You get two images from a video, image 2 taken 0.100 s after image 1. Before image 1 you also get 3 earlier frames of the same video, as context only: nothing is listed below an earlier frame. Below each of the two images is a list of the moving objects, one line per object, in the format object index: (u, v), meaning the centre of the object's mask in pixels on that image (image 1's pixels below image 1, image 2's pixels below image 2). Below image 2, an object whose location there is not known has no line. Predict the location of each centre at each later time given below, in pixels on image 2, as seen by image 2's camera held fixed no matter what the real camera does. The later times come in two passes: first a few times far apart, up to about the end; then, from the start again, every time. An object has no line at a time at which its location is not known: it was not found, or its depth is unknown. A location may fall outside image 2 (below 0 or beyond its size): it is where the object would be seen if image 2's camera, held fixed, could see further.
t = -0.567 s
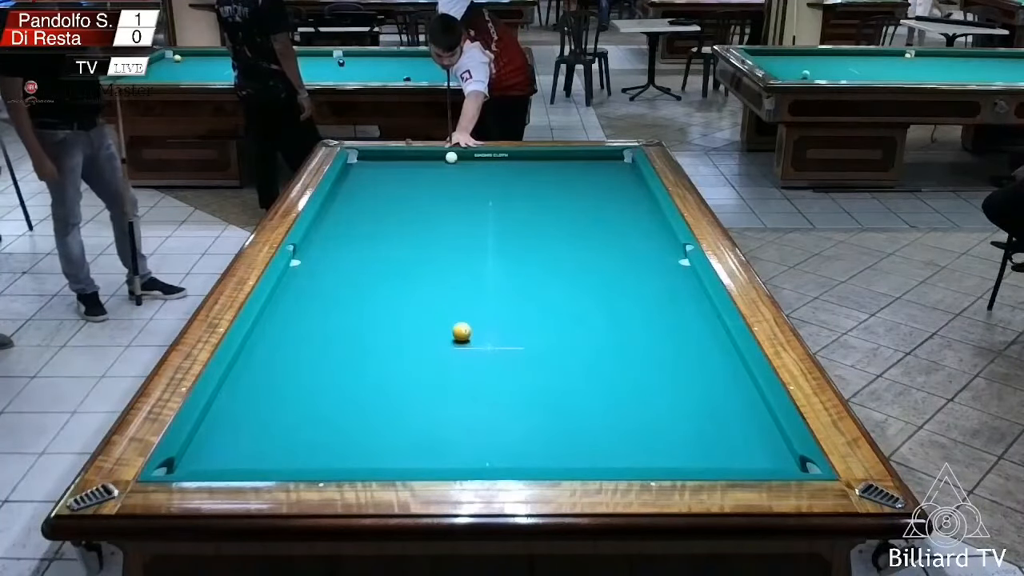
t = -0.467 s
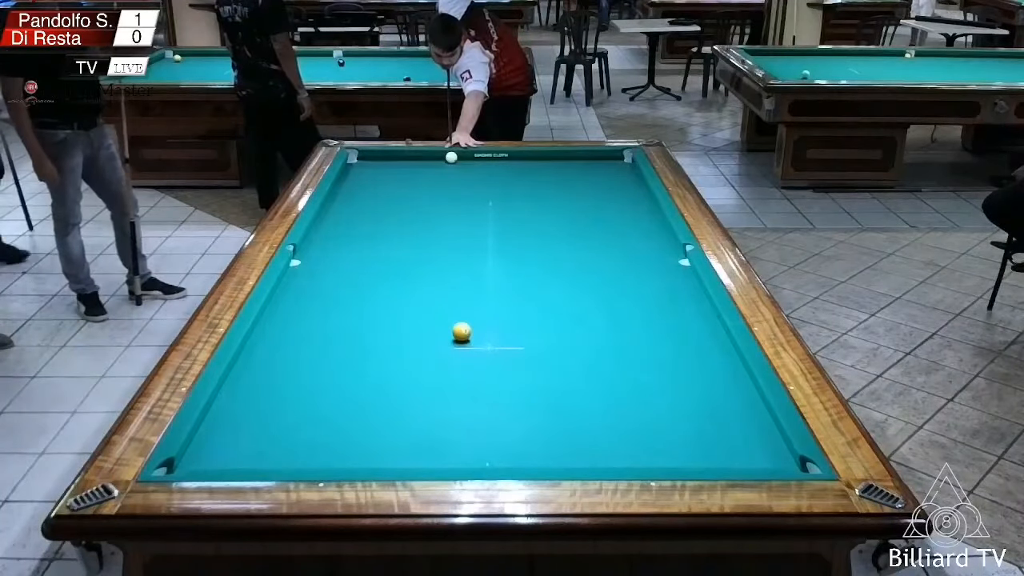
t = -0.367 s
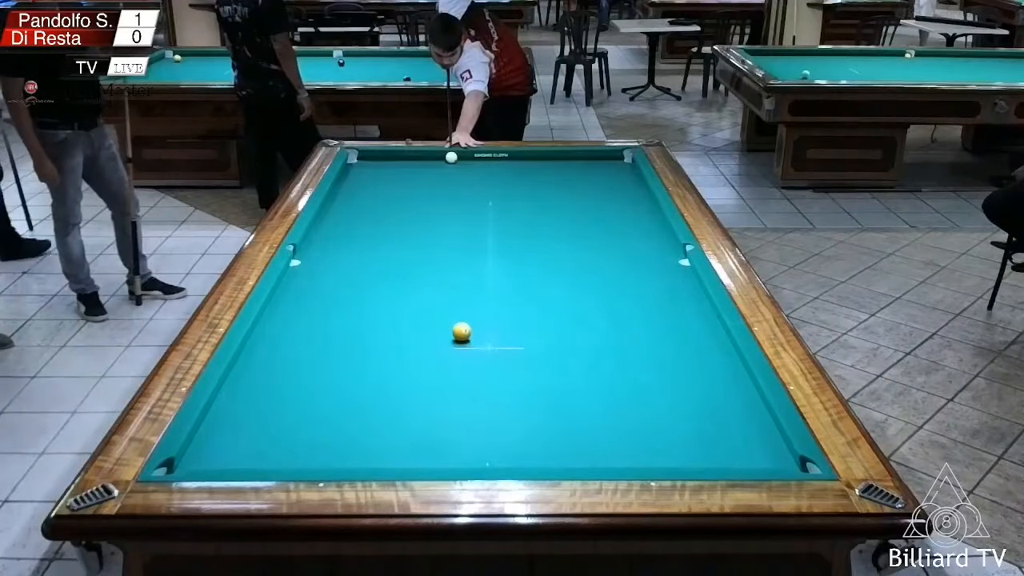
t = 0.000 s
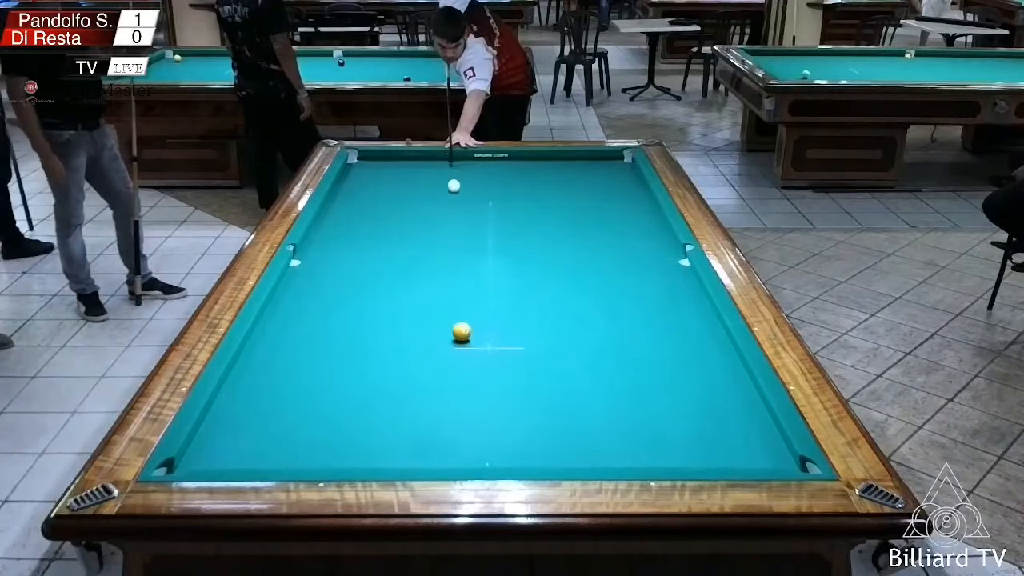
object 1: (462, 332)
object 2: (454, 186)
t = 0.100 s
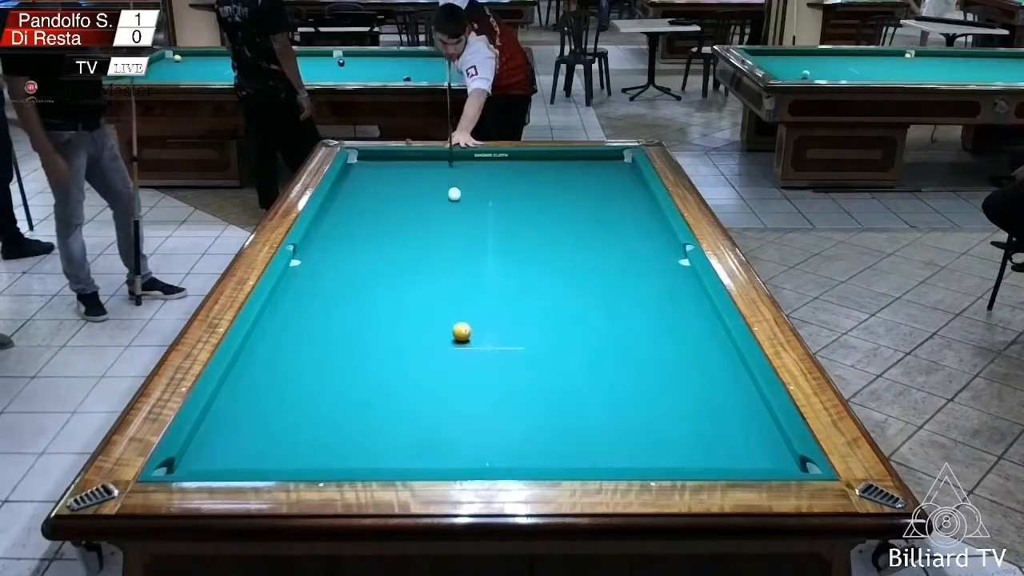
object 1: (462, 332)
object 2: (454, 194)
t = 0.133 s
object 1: (462, 332)
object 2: (454, 198)
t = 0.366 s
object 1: (462, 332)
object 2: (457, 226)
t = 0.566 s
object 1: (462, 332)
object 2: (459, 251)
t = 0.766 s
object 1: (462, 332)
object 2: (462, 285)
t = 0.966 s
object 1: (462, 332)
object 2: (465, 316)
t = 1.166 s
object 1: (449, 365)
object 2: (481, 331)
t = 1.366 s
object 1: (436, 396)
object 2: (496, 342)
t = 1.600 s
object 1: (419, 440)
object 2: (514, 355)
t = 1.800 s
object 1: (406, 461)
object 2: (532, 366)
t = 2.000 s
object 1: (405, 440)
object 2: (549, 379)
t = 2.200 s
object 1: (404, 416)
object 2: (567, 391)
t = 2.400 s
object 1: (403, 395)
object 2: (585, 404)
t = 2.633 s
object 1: (402, 372)
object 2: (607, 419)
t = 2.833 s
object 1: (402, 355)
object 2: (626, 432)
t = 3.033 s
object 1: (401, 339)
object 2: (645, 446)
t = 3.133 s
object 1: (401, 332)
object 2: (652, 451)
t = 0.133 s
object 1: (462, 332)
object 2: (454, 198)
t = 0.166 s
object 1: (462, 332)
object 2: (455, 201)
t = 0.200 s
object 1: (462, 332)
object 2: (455, 205)
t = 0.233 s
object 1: (462, 332)
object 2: (455, 208)
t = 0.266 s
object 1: (462, 332)
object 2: (456, 212)
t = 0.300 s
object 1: (462, 332)
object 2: (456, 216)
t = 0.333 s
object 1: (462, 332)
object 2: (456, 222)
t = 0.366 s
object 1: (462, 332)
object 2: (457, 226)
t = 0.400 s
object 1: (462, 332)
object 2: (457, 231)
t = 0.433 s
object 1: (462, 332)
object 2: (457, 235)
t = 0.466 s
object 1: (462, 332)
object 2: (457, 237)
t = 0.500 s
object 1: (462, 332)
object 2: (458, 242)
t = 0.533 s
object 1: (462, 332)
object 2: (459, 246)
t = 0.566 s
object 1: (462, 332)
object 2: (459, 251)
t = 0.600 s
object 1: (462, 332)
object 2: (459, 256)
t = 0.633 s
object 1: (462, 332)
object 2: (460, 261)
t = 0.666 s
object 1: (462, 332)
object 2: (460, 266)
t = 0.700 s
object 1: (462, 332)
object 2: (460, 271)
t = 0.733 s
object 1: (462, 332)
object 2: (461, 277)
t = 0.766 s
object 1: (462, 332)
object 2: (462, 285)
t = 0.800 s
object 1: (462, 332)
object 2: (462, 291)
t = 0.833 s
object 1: (462, 332)
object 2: (462, 293)
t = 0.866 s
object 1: (462, 332)
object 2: (463, 299)
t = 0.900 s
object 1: (462, 332)
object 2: (463, 305)
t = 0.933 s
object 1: (462, 332)
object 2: (464, 311)
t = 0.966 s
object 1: (462, 332)
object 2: (465, 316)
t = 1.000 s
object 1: (462, 334)
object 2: (466, 321)
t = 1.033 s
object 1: (458, 340)
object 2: (469, 324)
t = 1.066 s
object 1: (456, 346)
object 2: (472, 326)
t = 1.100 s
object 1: (454, 352)
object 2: (475, 327)
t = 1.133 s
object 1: (452, 358)
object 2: (477, 329)
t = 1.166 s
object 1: (449, 365)
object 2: (481, 331)
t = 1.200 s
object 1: (448, 369)
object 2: (483, 332)
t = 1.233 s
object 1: (446, 374)
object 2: (485, 334)
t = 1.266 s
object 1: (444, 379)
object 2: (488, 337)
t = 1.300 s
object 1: (441, 385)
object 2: (490, 338)
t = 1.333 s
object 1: (439, 390)
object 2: (493, 340)
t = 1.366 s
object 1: (436, 396)
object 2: (496, 342)
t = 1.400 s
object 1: (434, 402)
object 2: (498, 343)
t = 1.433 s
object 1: (432, 408)
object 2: (500, 345)
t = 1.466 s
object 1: (429, 414)
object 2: (503, 347)
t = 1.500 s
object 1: (427, 420)
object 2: (506, 349)
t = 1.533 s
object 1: (423, 430)
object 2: (510, 352)
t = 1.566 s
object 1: (422, 434)
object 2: (512, 353)
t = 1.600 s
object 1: (419, 440)
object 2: (514, 355)
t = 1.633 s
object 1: (416, 447)
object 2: (517, 357)
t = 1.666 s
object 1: (414, 453)
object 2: (520, 359)
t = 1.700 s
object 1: (411, 457)
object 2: (523, 361)
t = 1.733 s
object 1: (409, 461)
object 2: (526, 362)
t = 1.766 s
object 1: (407, 464)
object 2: (528, 365)
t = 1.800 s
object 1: (406, 461)
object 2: (532, 366)
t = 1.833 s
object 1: (406, 459)
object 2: (534, 368)
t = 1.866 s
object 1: (405, 456)
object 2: (538, 371)
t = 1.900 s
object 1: (405, 454)
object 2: (540, 373)
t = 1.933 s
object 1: (405, 449)
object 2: (543, 375)
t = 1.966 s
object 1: (405, 445)
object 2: (546, 377)
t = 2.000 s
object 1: (405, 440)
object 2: (549, 379)
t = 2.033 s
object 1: (404, 436)
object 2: (552, 381)
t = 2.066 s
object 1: (404, 432)
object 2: (555, 383)
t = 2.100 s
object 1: (404, 428)
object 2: (557, 385)
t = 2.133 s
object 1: (404, 424)
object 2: (561, 387)
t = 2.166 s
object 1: (404, 420)
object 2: (564, 389)
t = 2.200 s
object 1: (404, 416)
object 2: (567, 391)
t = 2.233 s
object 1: (403, 413)
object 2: (569, 394)
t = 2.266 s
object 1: (403, 409)
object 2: (573, 395)
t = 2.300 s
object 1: (403, 405)
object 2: (576, 398)
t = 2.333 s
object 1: (403, 401)
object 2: (579, 399)
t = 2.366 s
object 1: (403, 398)
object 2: (582, 402)
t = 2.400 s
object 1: (403, 395)
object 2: (585, 404)
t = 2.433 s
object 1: (403, 391)
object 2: (588, 406)
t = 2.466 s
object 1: (403, 388)
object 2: (591, 408)
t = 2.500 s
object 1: (403, 385)
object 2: (594, 410)
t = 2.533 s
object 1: (403, 381)
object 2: (597, 413)
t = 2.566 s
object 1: (403, 378)
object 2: (601, 415)
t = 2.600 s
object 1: (402, 375)
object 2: (604, 417)
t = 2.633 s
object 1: (402, 372)
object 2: (607, 419)
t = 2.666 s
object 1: (402, 369)
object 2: (610, 421)
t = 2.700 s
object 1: (402, 368)
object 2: (612, 423)
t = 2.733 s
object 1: (402, 363)
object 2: (616, 426)
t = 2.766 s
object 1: (402, 360)
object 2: (619, 428)
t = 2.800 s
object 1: (402, 357)
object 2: (623, 431)
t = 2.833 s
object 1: (402, 355)
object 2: (626, 432)
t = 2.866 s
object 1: (402, 352)
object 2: (629, 435)
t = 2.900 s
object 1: (401, 349)
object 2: (632, 437)
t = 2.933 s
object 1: (401, 346)
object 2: (635, 440)
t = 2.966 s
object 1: (401, 344)
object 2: (639, 442)
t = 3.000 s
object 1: (401, 341)
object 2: (641, 444)
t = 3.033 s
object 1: (401, 339)
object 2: (645, 446)
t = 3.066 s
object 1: (401, 337)
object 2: (646, 447)
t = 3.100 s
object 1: (401, 335)
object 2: (649, 449)
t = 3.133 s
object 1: (401, 332)
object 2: (652, 451)
